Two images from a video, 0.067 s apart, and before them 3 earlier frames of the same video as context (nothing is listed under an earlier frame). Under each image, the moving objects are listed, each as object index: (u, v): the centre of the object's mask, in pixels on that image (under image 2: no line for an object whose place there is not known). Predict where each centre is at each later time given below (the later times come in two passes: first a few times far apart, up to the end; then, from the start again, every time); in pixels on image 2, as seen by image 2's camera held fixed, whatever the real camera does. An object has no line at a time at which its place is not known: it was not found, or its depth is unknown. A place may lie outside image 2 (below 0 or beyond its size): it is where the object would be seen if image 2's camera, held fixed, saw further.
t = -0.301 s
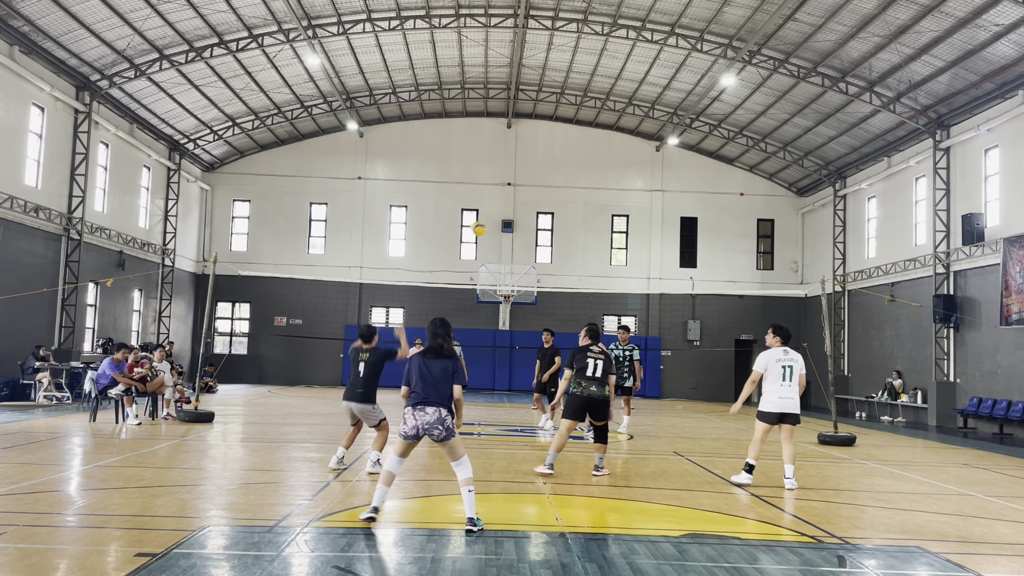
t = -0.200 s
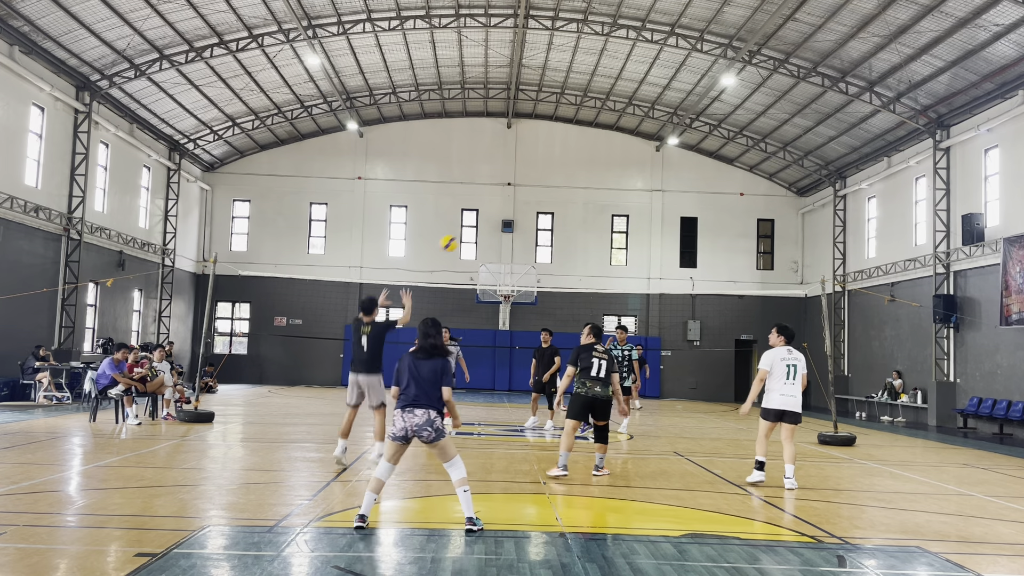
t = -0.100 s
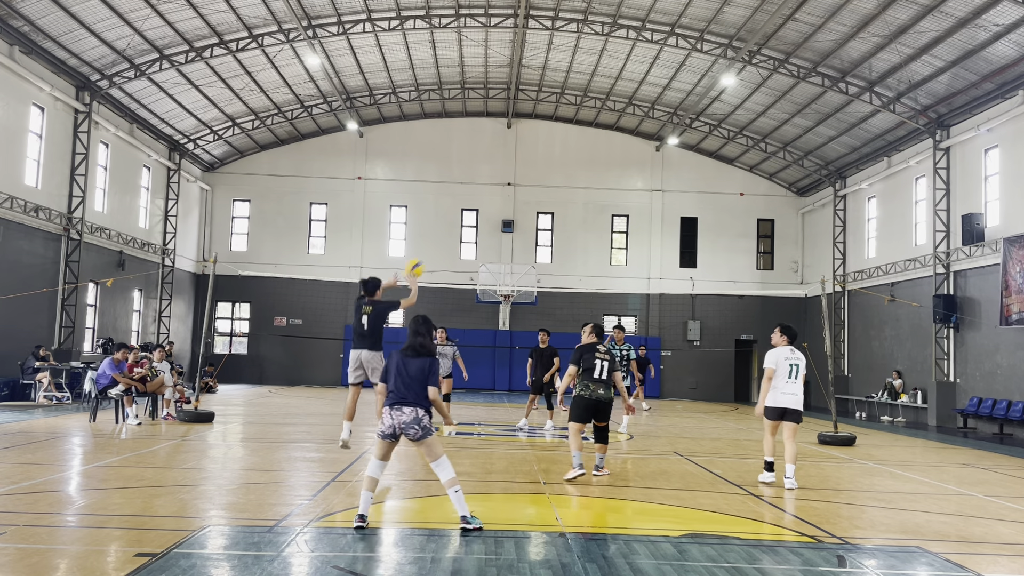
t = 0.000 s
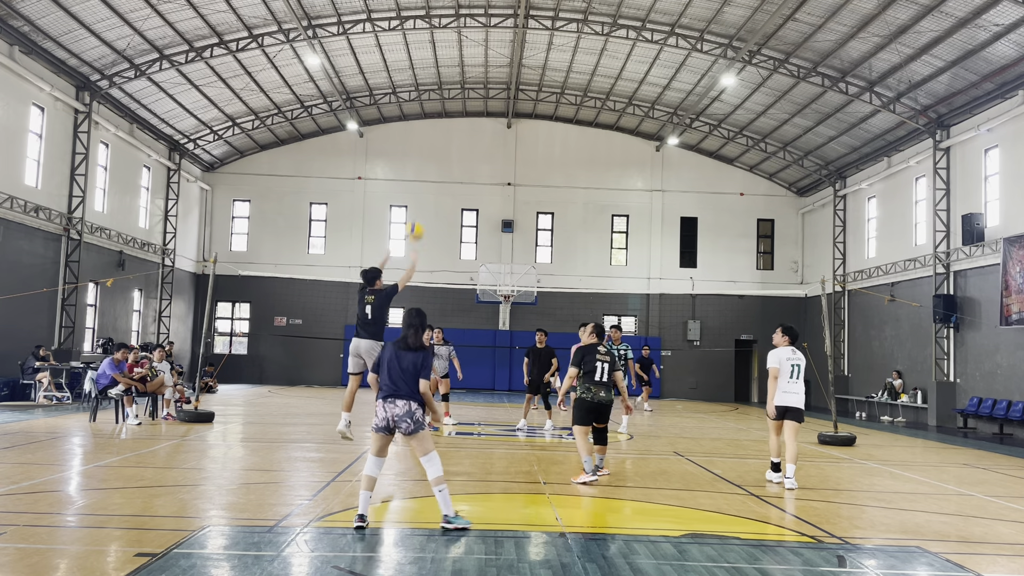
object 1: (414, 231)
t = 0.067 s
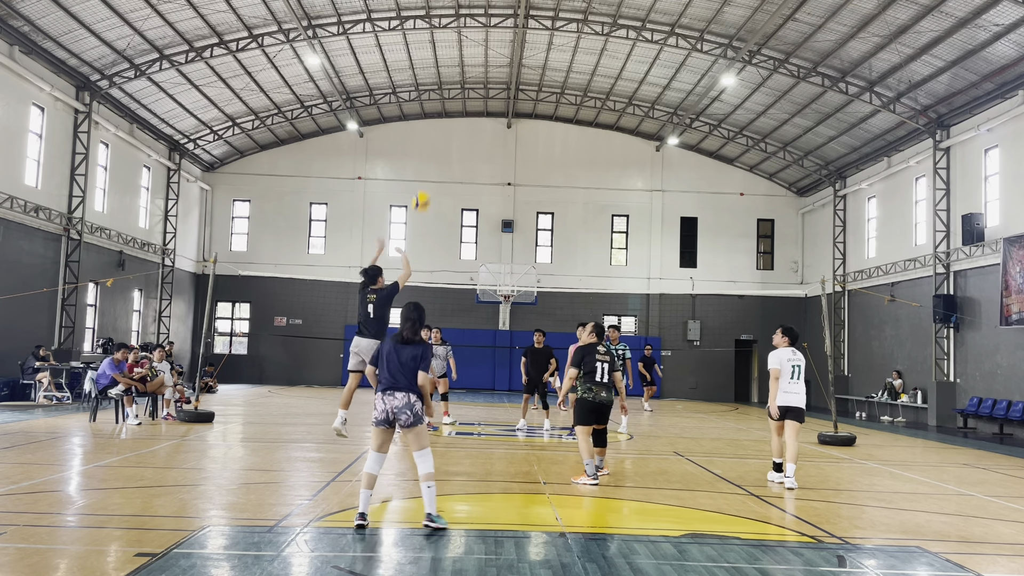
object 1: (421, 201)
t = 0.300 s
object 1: (441, 138)
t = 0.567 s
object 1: (458, 127)
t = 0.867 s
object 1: (472, 171)
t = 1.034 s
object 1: (480, 217)
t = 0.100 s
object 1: (425, 189)
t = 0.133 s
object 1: (428, 177)
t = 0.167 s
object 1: (431, 166)
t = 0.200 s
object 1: (434, 157)
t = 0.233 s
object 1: (437, 150)
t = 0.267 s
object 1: (439, 143)
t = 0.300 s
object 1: (441, 138)
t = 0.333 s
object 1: (443, 133)
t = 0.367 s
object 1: (446, 130)
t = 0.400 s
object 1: (448, 128)
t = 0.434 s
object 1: (451, 126)
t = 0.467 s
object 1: (452, 124)
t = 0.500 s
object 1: (455, 124)
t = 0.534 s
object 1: (457, 125)
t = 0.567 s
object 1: (458, 127)
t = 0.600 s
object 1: (460, 129)
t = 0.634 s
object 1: (462, 132)
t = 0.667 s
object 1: (464, 136)
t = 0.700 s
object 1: (465, 140)
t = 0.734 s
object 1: (467, 145)
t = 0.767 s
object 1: (468, 151)
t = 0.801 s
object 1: (470, 157)
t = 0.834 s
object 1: (471, 164)
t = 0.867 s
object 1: (472, 171)
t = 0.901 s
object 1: (474, 179)
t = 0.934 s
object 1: (475, 188)
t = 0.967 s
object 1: (476, 197)
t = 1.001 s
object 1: (477, 206)
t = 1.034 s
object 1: (480, 217)
